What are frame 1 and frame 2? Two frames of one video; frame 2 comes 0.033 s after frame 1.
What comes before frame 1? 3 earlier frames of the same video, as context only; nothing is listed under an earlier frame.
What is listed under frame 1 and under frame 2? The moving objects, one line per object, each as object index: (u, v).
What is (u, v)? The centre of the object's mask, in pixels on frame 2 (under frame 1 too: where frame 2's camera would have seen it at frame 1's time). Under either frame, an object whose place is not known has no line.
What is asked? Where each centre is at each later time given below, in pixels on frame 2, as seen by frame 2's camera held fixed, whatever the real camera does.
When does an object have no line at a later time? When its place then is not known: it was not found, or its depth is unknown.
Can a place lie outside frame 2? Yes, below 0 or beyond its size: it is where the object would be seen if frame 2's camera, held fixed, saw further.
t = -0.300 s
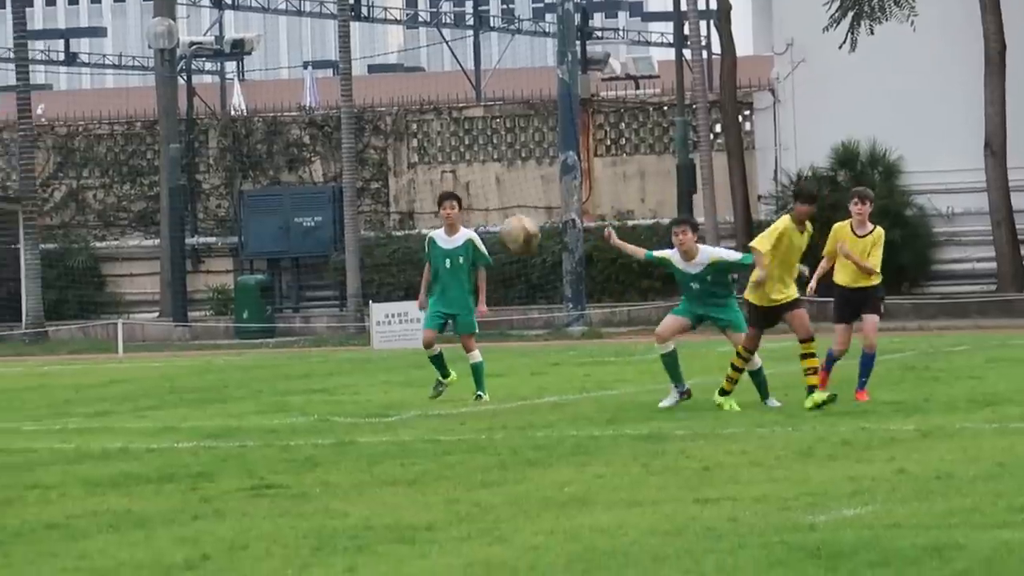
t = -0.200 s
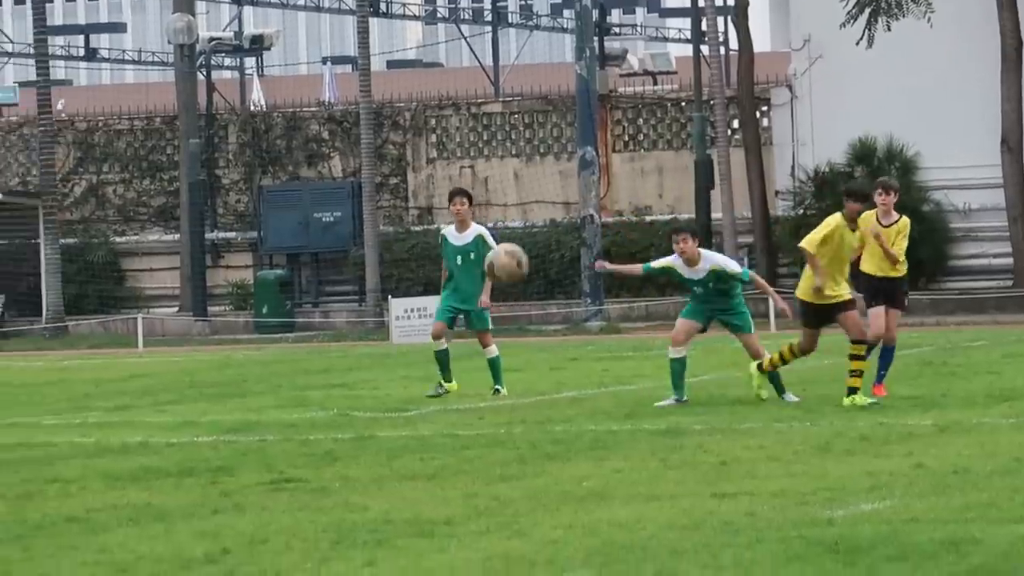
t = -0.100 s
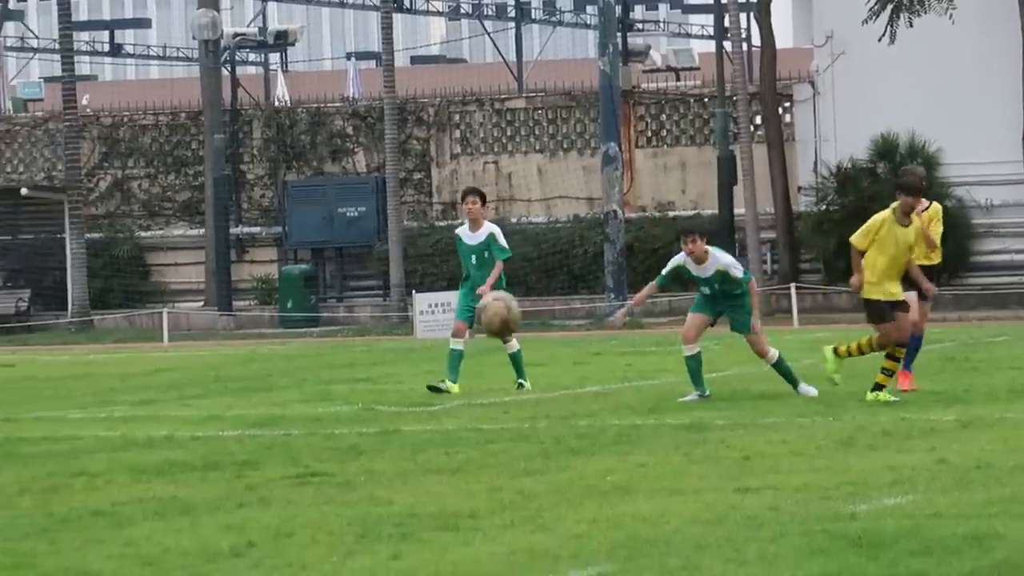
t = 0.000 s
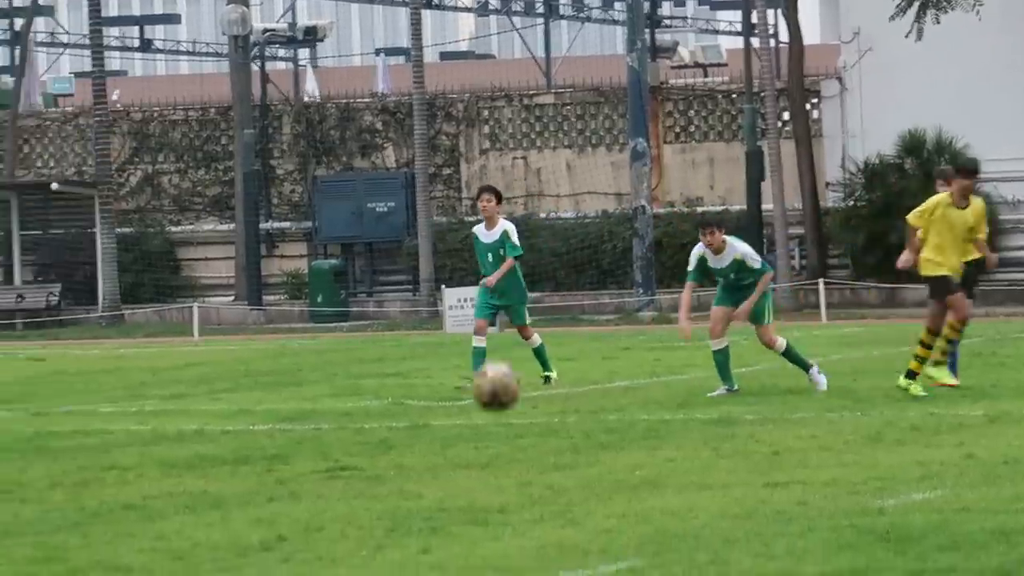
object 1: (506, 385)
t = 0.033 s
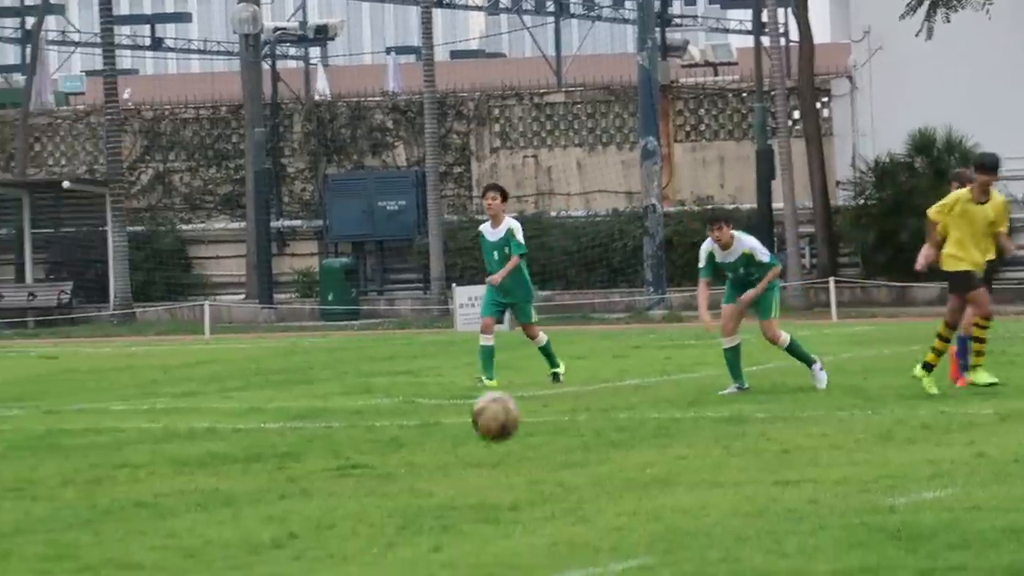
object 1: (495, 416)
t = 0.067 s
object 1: (484, 450)
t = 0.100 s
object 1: (472, 488)
